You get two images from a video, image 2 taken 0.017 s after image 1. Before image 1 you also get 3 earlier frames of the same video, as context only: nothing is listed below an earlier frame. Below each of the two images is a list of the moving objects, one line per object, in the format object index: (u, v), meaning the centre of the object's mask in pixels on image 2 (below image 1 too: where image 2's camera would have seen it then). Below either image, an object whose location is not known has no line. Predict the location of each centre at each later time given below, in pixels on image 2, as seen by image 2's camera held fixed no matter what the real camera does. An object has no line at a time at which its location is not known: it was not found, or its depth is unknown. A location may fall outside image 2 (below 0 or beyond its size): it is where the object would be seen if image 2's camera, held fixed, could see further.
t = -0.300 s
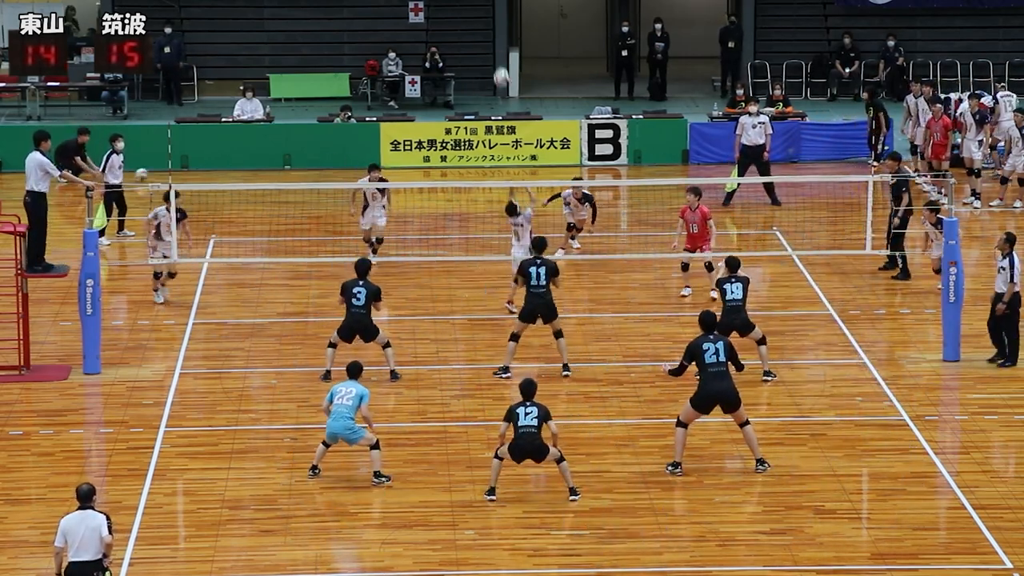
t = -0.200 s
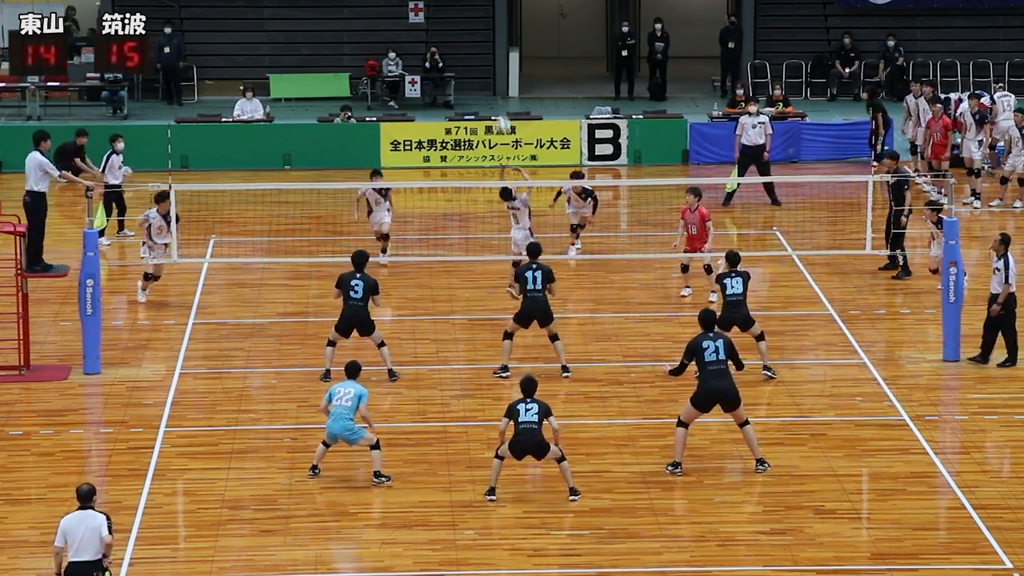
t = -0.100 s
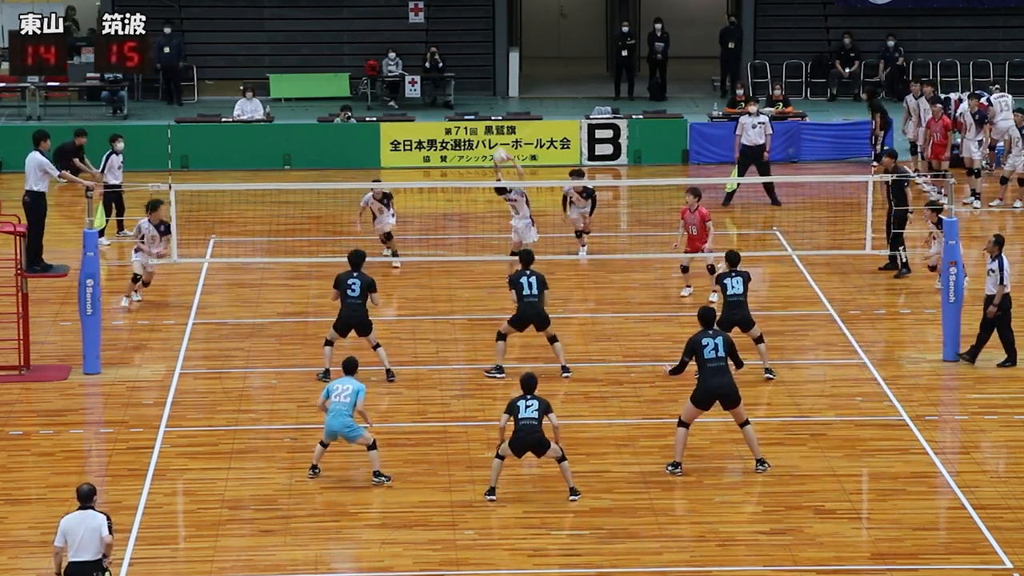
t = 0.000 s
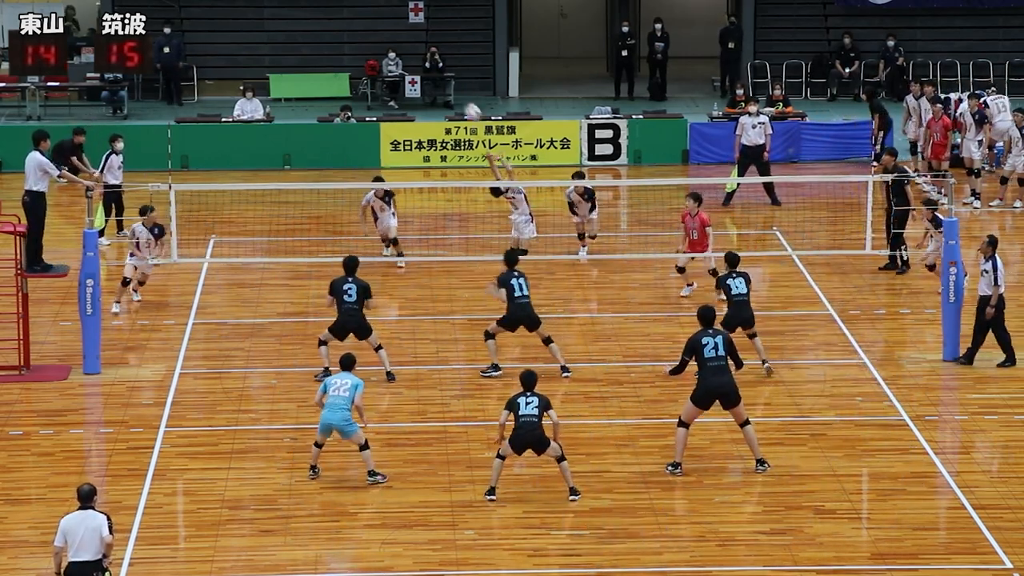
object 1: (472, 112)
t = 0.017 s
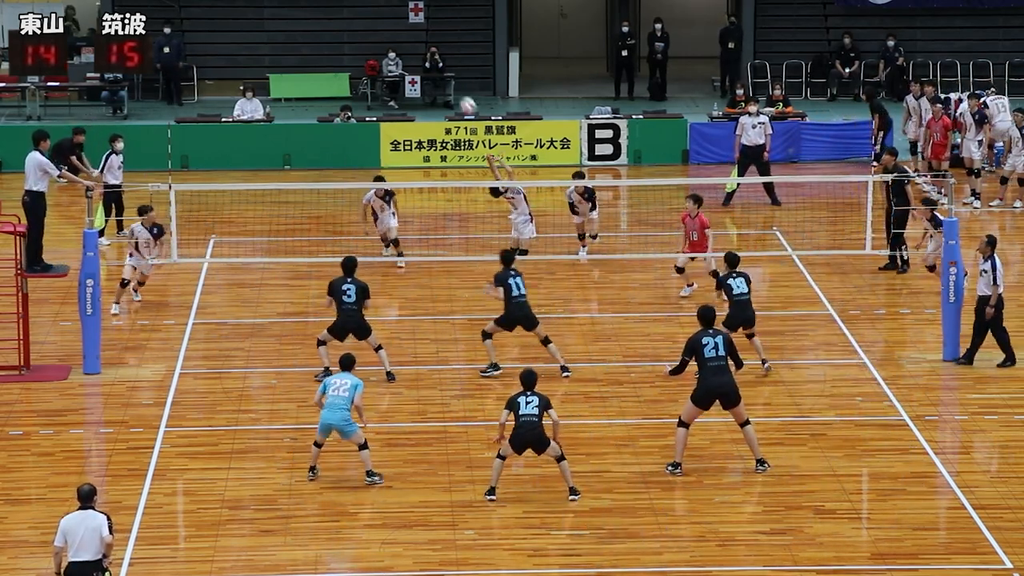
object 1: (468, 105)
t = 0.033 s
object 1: (464, 100)
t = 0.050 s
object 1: (459, 93)
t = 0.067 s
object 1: (454, 87)
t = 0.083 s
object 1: (450, 81)
